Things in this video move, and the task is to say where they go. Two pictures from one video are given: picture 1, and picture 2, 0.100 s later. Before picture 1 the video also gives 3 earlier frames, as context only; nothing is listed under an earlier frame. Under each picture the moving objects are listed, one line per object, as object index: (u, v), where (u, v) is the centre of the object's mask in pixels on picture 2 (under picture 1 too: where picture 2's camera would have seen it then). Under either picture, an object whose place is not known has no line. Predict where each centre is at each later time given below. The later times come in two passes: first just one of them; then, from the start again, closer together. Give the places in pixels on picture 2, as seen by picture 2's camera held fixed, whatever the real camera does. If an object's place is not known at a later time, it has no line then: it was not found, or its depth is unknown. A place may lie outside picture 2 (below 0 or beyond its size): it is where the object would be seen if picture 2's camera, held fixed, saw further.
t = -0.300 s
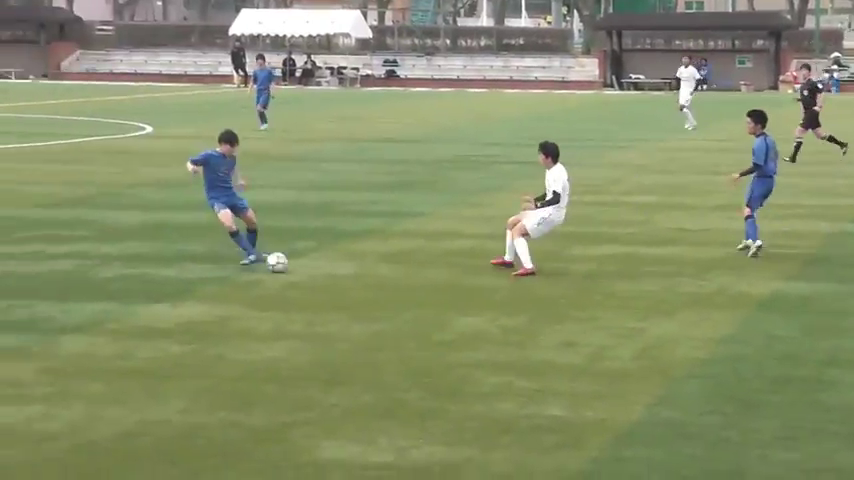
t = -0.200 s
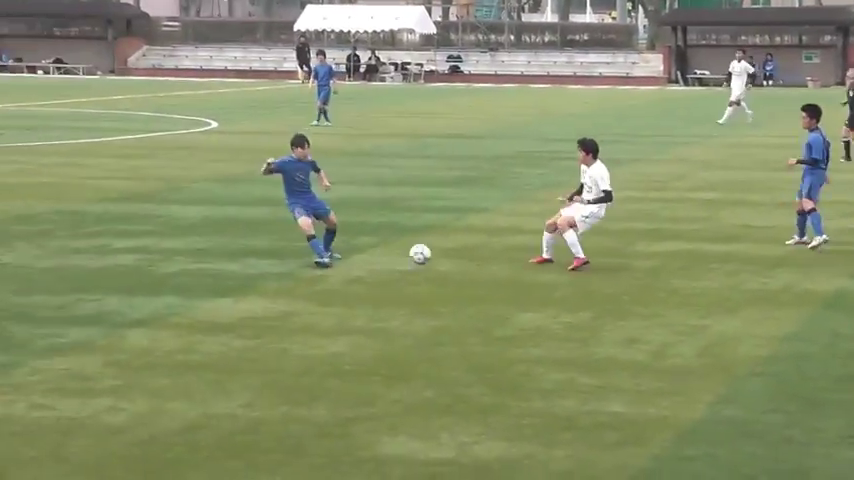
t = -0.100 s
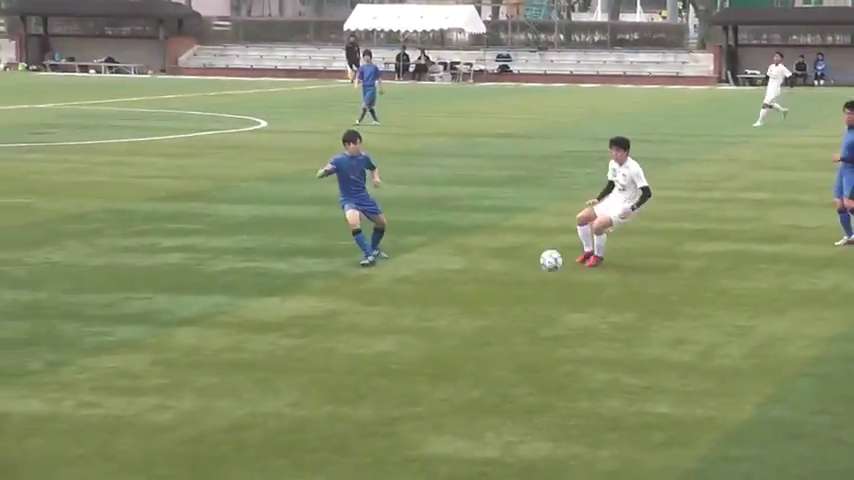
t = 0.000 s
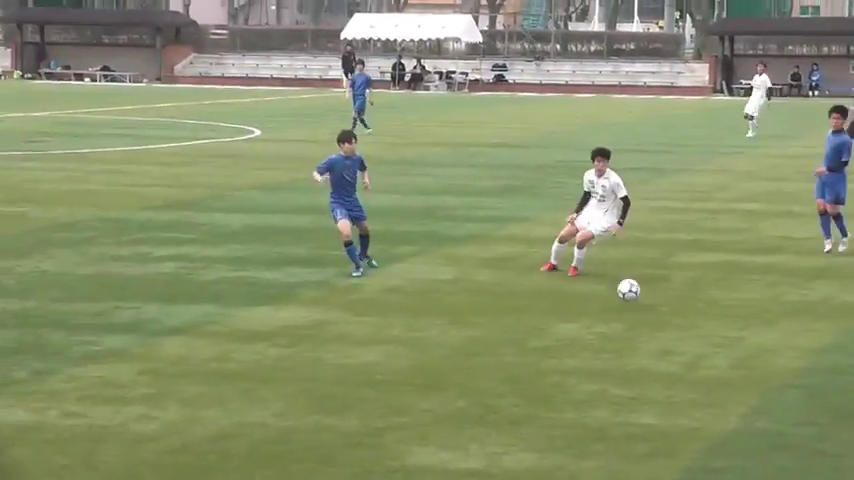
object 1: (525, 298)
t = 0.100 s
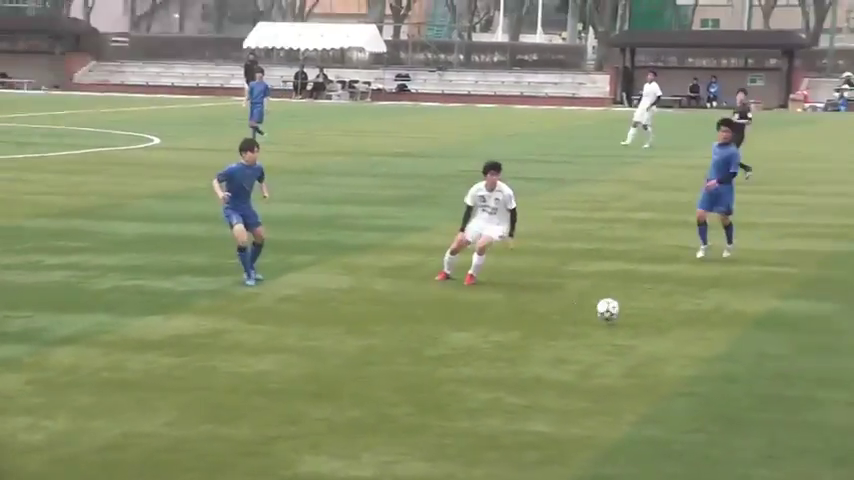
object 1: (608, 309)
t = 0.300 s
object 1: (774, 332)
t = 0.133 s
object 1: (635, 310)
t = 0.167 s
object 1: (662, 312)
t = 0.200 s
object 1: (689, 315)
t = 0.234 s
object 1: (715, 320)
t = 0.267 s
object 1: (744, 325)
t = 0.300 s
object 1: (774, 332)
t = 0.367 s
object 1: (829, 344)
